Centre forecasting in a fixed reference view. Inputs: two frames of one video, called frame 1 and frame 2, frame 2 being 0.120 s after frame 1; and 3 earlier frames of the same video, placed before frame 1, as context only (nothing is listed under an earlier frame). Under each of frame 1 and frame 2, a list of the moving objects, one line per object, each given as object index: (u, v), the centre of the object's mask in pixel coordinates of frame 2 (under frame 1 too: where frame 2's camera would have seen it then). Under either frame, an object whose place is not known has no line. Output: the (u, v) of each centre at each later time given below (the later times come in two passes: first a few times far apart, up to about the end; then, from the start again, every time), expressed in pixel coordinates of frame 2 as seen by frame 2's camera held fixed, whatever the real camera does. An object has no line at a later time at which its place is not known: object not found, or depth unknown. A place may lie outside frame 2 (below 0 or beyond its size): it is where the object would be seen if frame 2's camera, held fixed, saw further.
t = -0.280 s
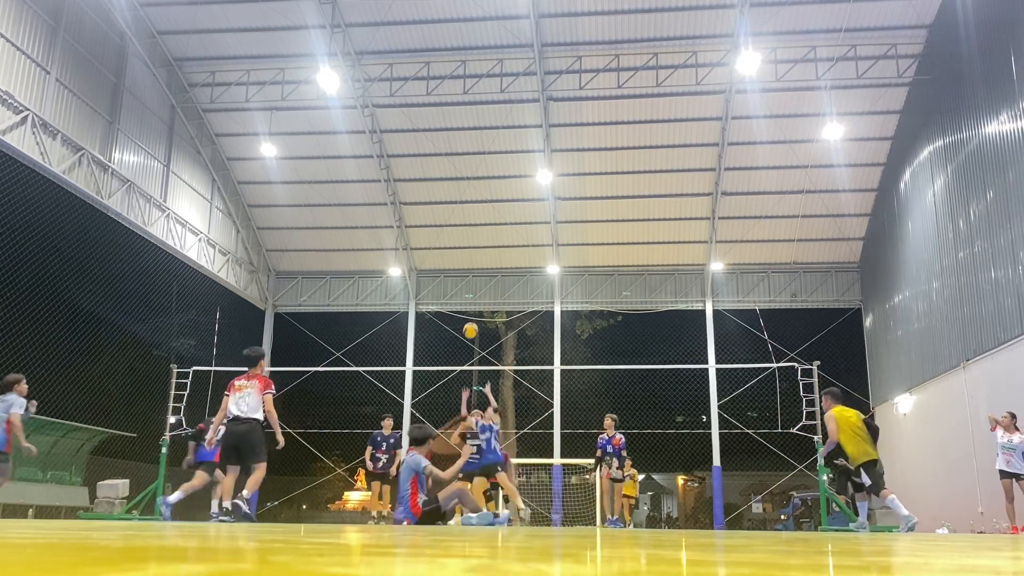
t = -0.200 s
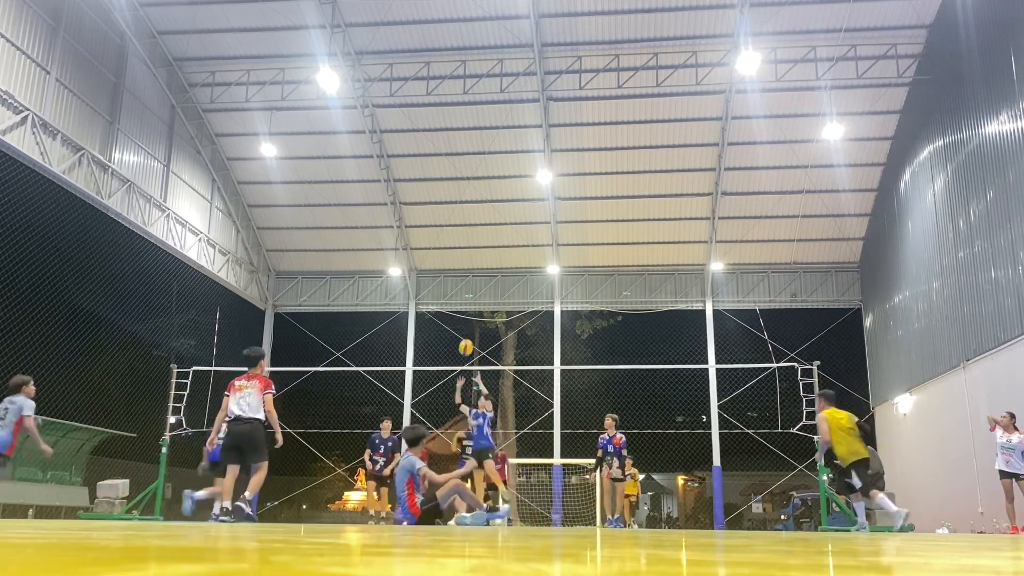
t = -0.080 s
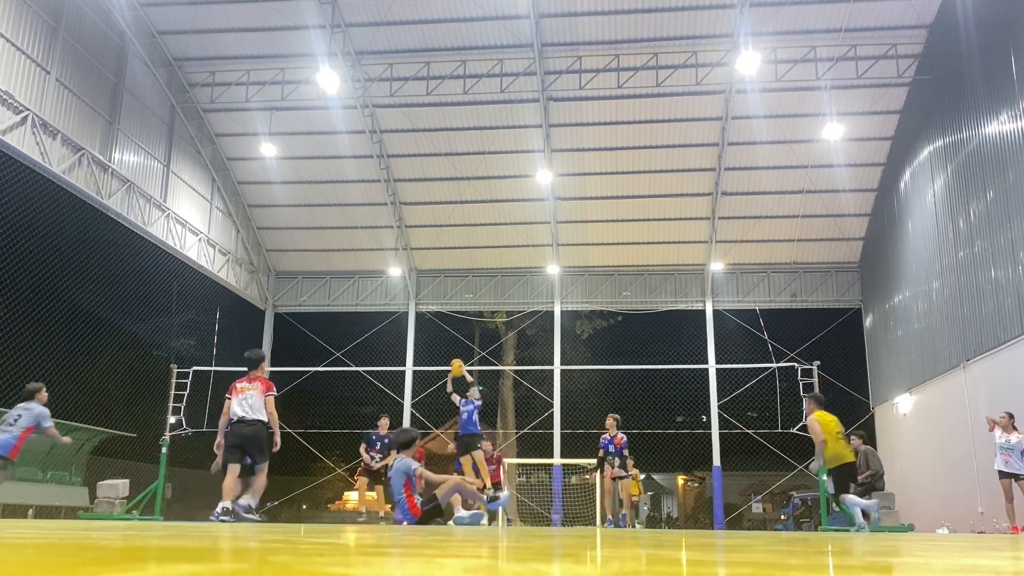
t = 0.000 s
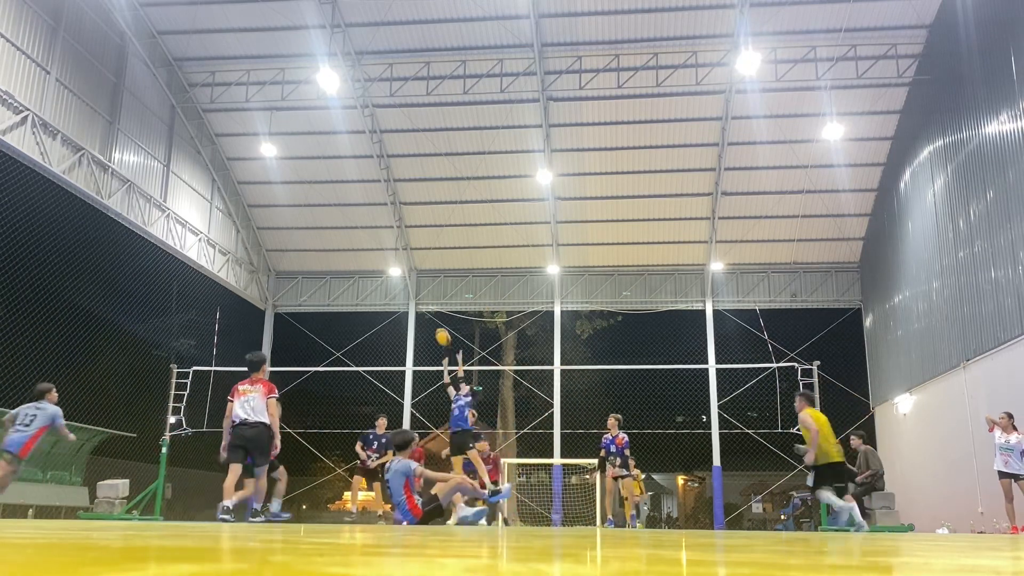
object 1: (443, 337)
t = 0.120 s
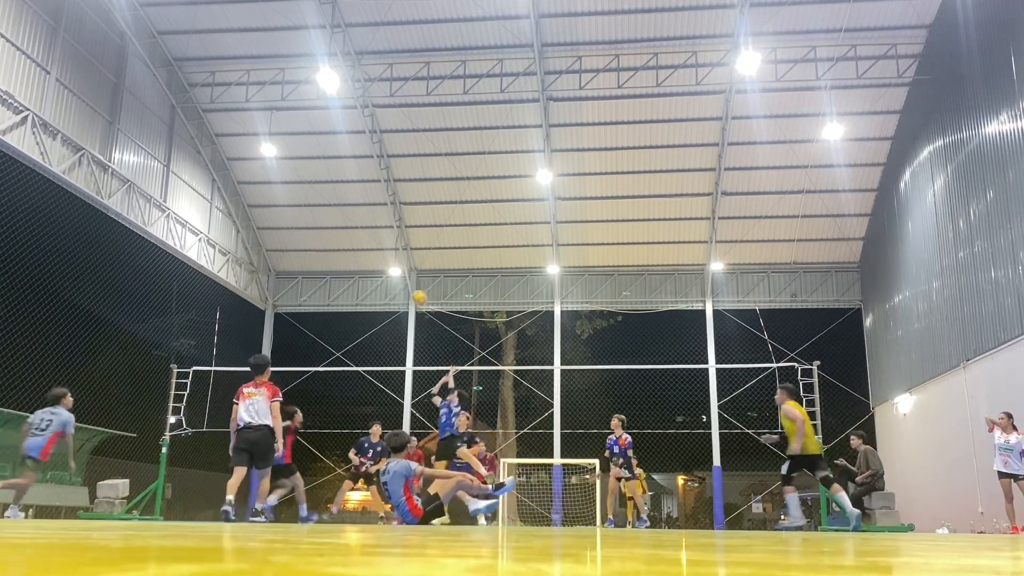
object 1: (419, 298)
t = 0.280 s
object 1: (389, 262)
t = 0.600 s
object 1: (331, 239)
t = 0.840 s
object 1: (284, 262)
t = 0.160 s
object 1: (413, 287)
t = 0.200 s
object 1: (406, 278)
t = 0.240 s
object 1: (398, 270)
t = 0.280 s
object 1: (389, 262)
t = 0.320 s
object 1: (382, 256)
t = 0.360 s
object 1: (375, 251)
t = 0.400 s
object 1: (367, 247)
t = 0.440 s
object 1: (360, 244)
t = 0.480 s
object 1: (353, 241)
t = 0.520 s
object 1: (345, 239)
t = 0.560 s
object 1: (338, 239)
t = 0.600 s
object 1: (331, 239)
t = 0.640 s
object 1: (323, 241)
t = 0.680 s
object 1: (315, 244)
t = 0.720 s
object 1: (308, 247)
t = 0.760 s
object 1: (300, 251)
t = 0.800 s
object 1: (292, 256)
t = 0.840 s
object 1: (284, 262)
